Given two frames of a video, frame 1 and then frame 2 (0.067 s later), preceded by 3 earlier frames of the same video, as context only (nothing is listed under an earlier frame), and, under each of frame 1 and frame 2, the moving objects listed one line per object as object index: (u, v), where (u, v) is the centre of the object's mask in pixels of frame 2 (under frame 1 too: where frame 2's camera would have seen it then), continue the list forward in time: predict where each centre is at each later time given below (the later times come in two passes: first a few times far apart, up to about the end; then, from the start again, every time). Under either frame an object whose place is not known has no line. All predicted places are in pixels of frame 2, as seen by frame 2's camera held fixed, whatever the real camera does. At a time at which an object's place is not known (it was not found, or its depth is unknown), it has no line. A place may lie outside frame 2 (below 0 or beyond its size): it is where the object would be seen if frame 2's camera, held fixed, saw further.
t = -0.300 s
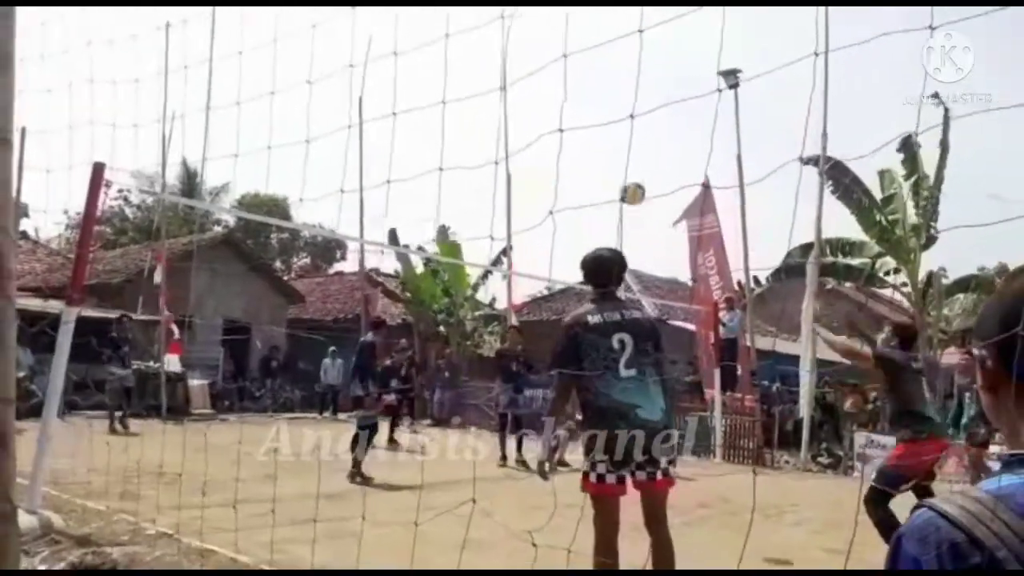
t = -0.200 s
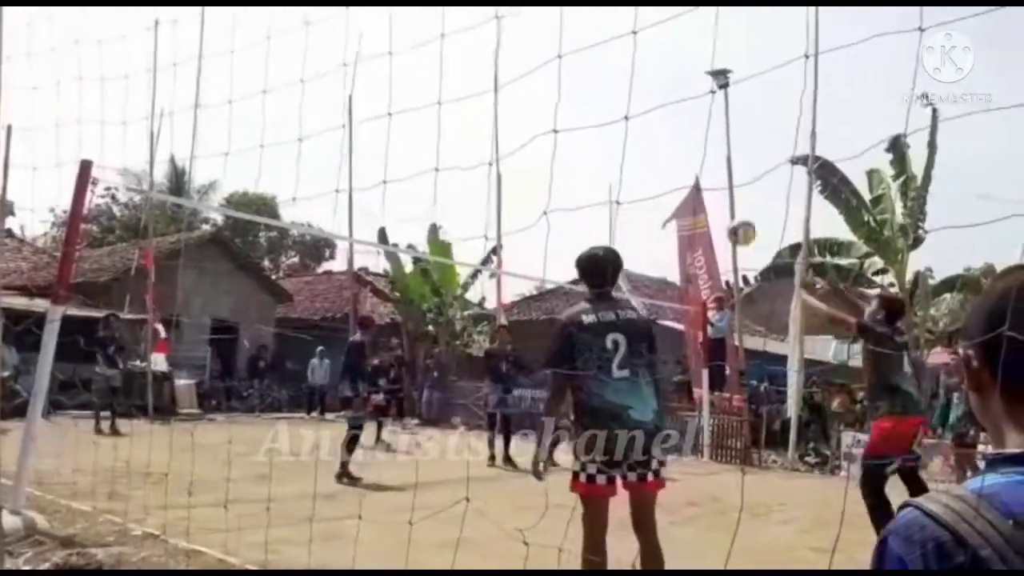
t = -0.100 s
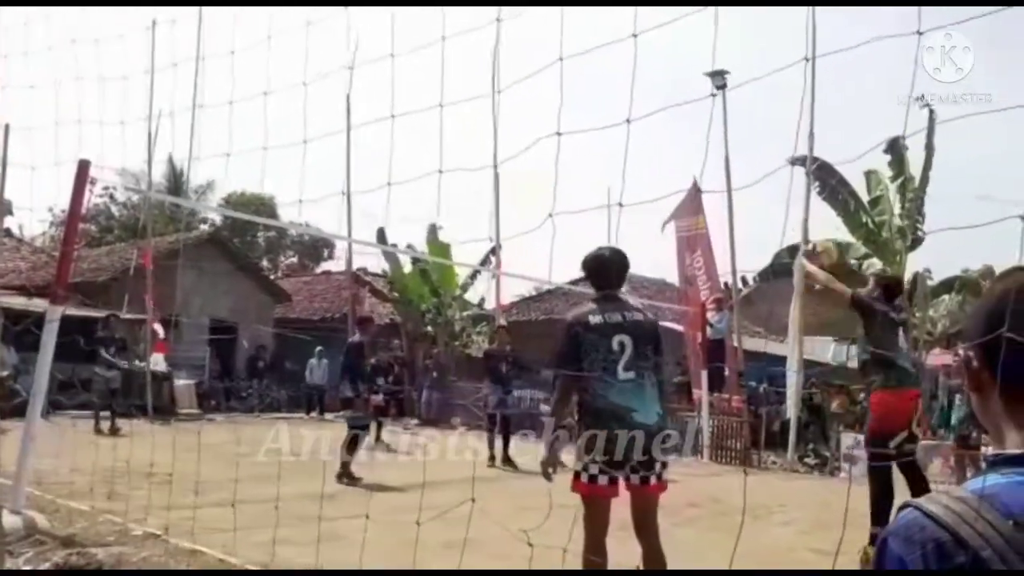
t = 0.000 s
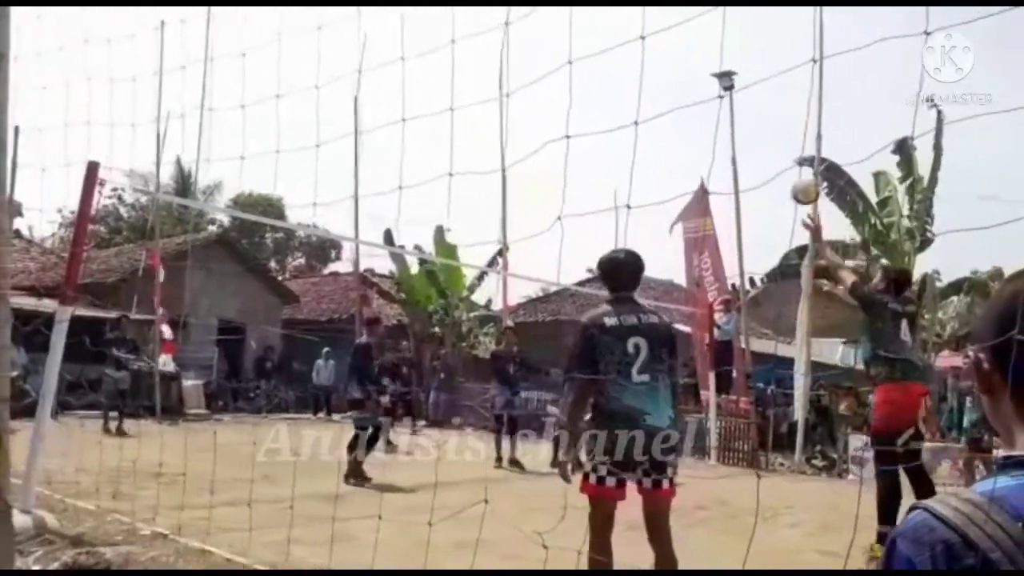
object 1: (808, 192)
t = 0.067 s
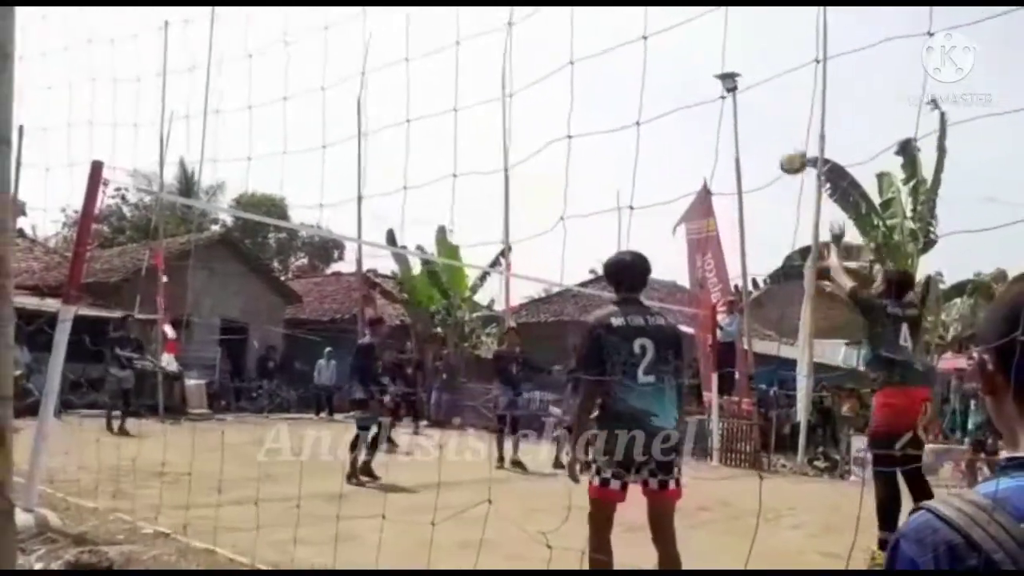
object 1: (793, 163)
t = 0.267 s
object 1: (758, 111)
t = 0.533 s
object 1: (712, 112)
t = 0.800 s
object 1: (674, 175)
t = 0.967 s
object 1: (654, 239)
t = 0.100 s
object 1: (786, 150)
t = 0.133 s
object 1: (780, 139)
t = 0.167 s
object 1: (775, 129)
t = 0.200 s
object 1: (769, 122)
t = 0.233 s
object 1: (764, 116)
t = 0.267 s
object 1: (758, 111)
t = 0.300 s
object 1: (752, 107)
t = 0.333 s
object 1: (749, 104)
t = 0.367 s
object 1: (742, 103)
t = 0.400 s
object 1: (735, 102)
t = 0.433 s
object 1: (729, 103)
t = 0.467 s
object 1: (723, 104)
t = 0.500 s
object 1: (718, 107)
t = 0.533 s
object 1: (712, 112)
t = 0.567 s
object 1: (707, 116)
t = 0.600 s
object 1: (703, 122)
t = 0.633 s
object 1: (697, 129)
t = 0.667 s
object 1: (692, 136)
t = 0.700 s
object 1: (688, 145)
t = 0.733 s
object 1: (684, 154)
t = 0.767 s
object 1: (678, 164)
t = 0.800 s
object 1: (674, 175)
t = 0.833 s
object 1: (670, 186)
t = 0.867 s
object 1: (666, 198)
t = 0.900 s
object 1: (662, 211)
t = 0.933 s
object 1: (658, 225)
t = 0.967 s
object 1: (654, 239)
